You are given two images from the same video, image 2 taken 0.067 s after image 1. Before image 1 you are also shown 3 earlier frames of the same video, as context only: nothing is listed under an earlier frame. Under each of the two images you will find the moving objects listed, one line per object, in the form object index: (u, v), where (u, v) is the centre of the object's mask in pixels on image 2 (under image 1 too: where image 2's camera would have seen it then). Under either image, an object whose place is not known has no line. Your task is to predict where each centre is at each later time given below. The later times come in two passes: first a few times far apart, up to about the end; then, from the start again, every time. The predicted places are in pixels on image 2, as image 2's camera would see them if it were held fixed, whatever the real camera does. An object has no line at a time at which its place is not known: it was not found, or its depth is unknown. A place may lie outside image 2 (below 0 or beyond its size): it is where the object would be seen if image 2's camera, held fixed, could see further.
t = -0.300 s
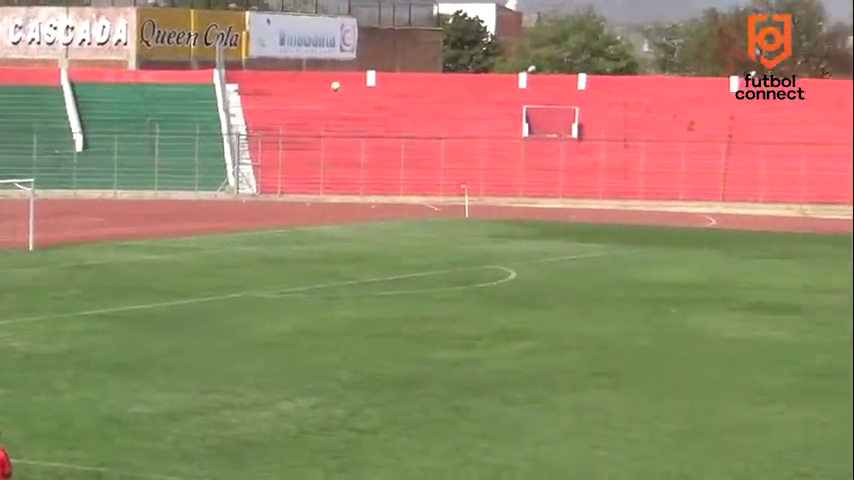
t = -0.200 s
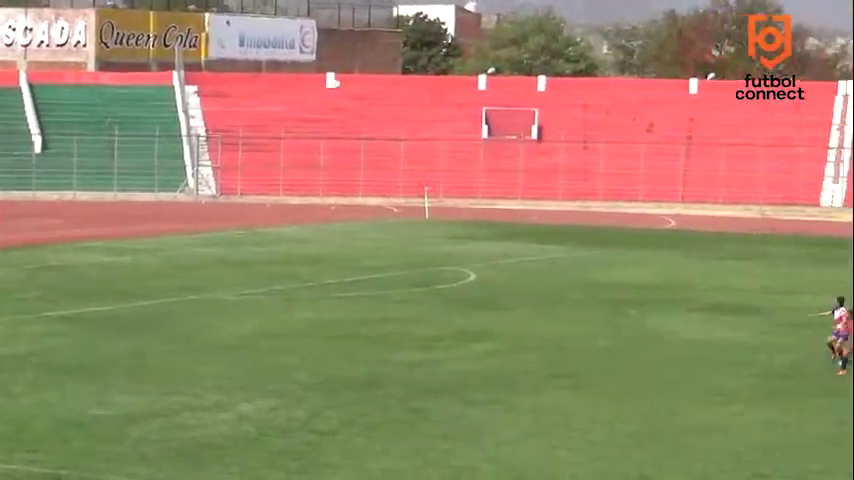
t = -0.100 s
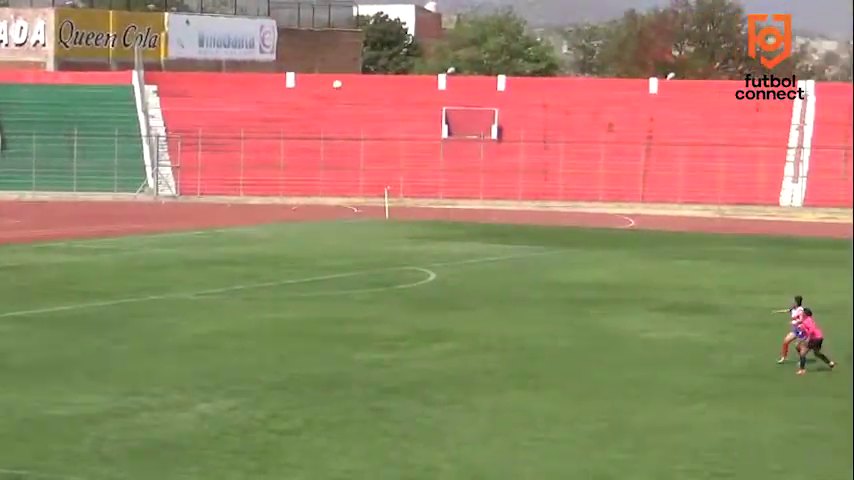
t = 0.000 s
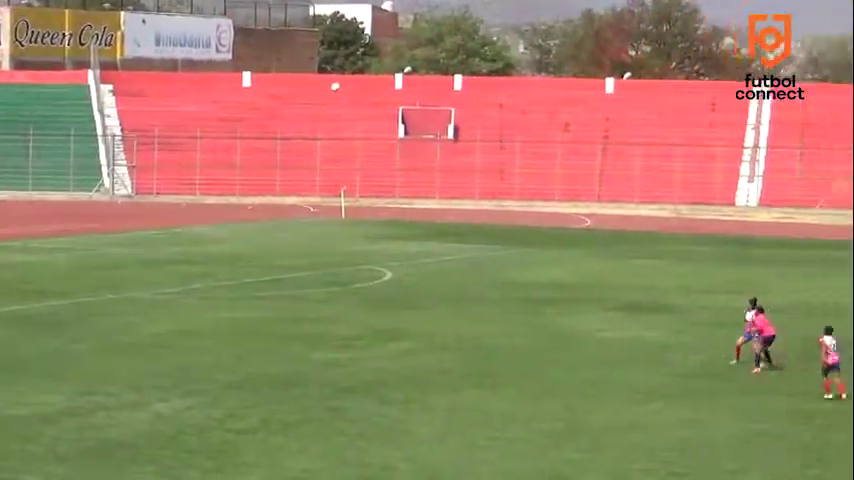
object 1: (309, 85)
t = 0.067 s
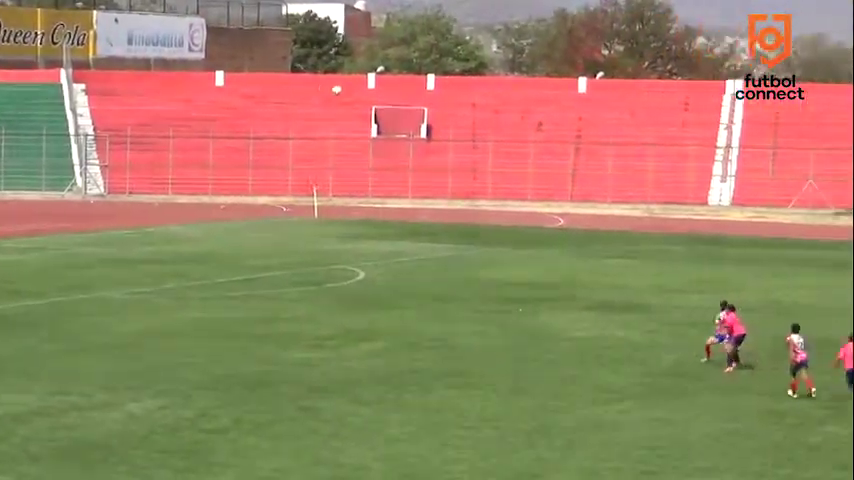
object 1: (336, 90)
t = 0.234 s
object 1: (404, 107)
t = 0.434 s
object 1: (488, 139)
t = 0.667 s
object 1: (592, 194)
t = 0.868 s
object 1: (683, 258)
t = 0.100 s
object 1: (350, 92)
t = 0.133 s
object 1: (363, 96)
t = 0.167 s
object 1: (377, 98)
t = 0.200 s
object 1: (390, 103)
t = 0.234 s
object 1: (404, 107)
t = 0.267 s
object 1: (418, 111)
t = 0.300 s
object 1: (431, 115)
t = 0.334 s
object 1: (444, 121)
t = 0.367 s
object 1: (459, 126)
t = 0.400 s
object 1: (473, 132)
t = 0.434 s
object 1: (488, 139)
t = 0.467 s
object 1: (502, 145)
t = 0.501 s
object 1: (517, 153)
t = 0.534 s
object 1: (533, 160)
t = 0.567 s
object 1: (546, 168)
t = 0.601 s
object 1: (562, 177)
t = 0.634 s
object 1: (577, 184)
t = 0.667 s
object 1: (592, 194)
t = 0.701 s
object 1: (608, 204)
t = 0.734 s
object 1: (622, 214)
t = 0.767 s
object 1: (637, 224)
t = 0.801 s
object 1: (652, 235)
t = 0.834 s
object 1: (668, 246)
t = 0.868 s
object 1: (683, 258)
